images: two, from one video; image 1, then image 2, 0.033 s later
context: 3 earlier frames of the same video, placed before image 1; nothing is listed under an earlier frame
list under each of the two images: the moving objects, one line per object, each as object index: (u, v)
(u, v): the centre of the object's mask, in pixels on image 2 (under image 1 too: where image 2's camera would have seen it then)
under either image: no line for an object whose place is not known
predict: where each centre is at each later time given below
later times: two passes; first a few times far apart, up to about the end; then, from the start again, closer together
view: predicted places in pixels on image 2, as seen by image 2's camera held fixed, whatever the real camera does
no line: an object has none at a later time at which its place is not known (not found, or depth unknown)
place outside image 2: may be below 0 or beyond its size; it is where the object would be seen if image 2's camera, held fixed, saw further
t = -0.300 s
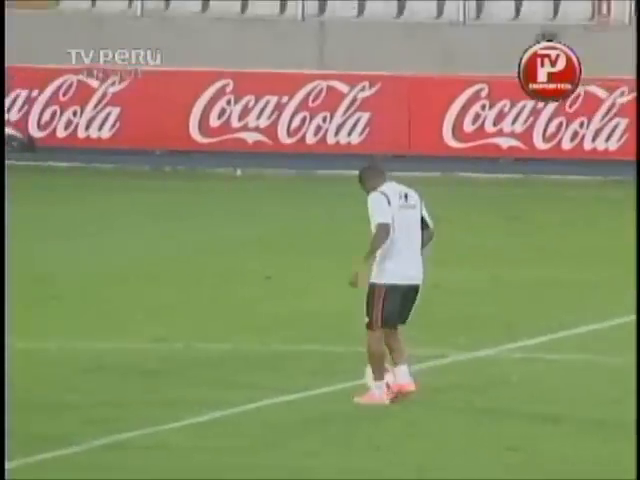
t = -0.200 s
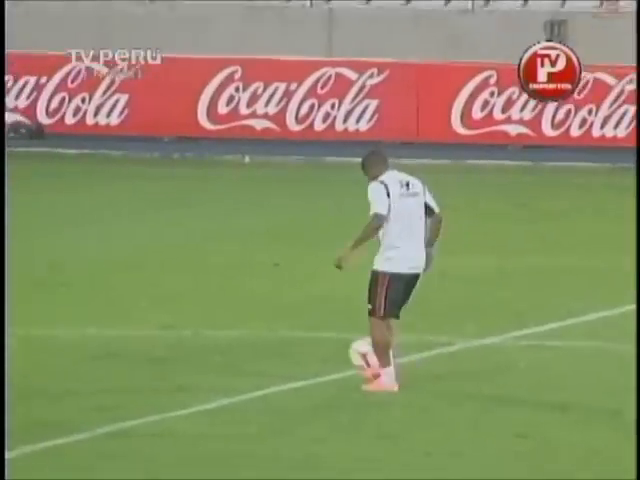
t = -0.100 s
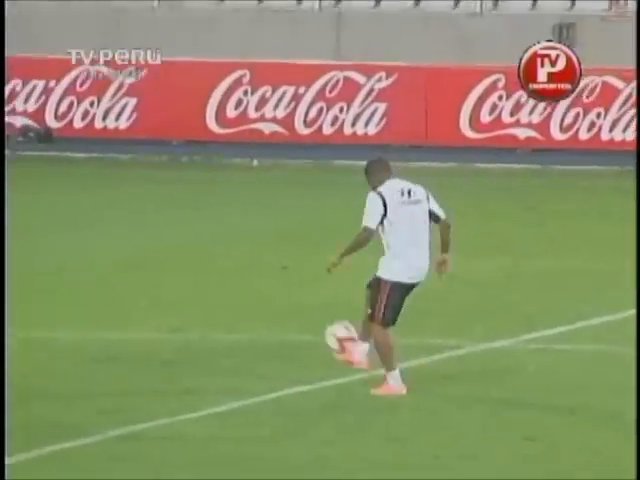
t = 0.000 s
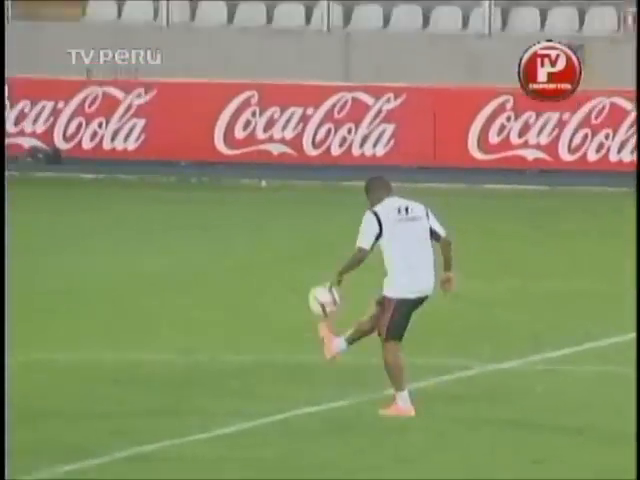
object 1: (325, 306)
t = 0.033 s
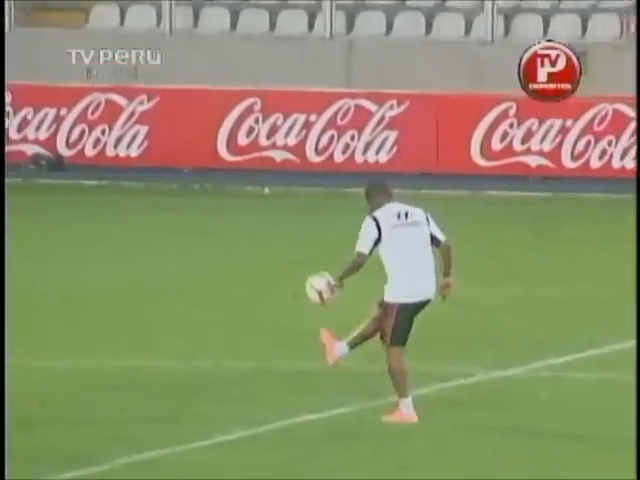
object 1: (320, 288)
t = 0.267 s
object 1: (277, 200)
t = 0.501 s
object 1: (235, 192)
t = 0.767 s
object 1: (192, 271)
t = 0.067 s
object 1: (314, 270)
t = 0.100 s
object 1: (308, 255)
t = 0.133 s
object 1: (302, 241)
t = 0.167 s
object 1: (295, 228)
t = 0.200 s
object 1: (290, 218)
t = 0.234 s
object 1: (284, 209)
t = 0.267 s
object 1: (277, 200)
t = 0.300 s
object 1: (272, 195)
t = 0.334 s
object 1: (266, 190)
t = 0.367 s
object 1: (259, 187)
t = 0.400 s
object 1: (253, 186)
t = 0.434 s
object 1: (248, 186)
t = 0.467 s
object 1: (241, 189)
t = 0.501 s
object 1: (235, 192)
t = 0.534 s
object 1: (231, 196)
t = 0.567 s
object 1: (222, 202)
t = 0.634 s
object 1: (211, 218)
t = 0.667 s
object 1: (208, 230)
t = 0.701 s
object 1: (204, 242)
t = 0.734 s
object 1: (199, 256)
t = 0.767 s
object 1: (192, 271)
